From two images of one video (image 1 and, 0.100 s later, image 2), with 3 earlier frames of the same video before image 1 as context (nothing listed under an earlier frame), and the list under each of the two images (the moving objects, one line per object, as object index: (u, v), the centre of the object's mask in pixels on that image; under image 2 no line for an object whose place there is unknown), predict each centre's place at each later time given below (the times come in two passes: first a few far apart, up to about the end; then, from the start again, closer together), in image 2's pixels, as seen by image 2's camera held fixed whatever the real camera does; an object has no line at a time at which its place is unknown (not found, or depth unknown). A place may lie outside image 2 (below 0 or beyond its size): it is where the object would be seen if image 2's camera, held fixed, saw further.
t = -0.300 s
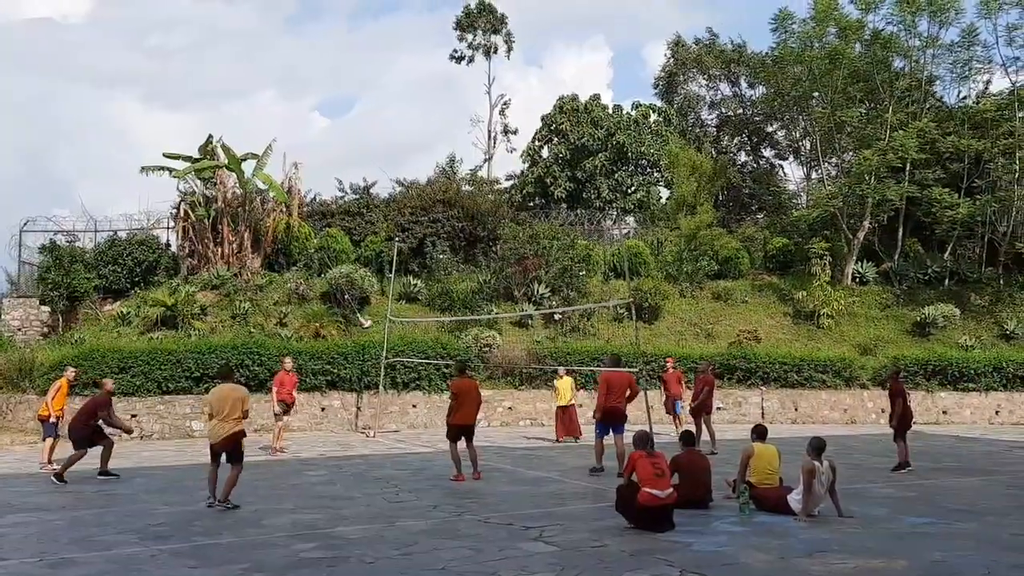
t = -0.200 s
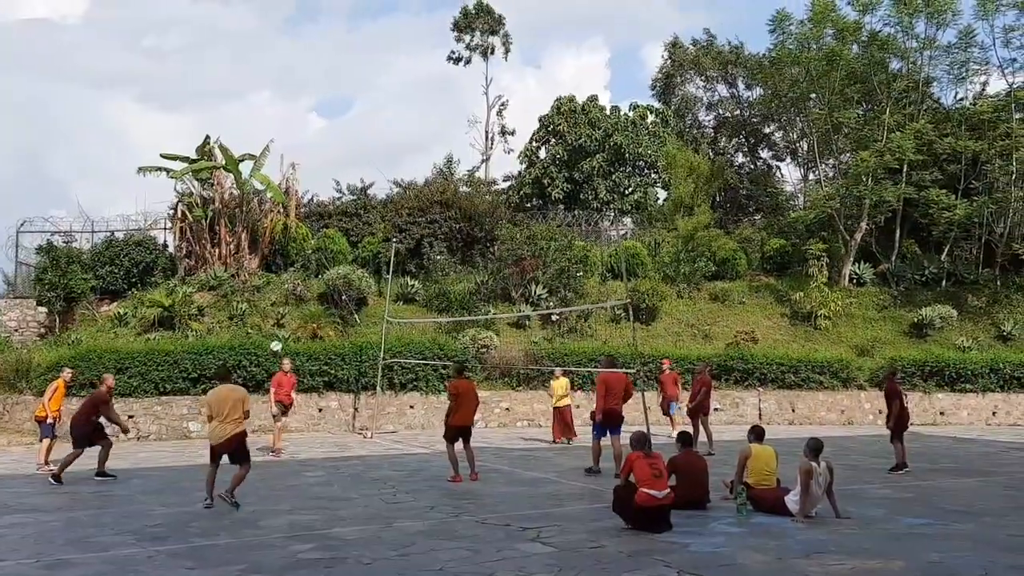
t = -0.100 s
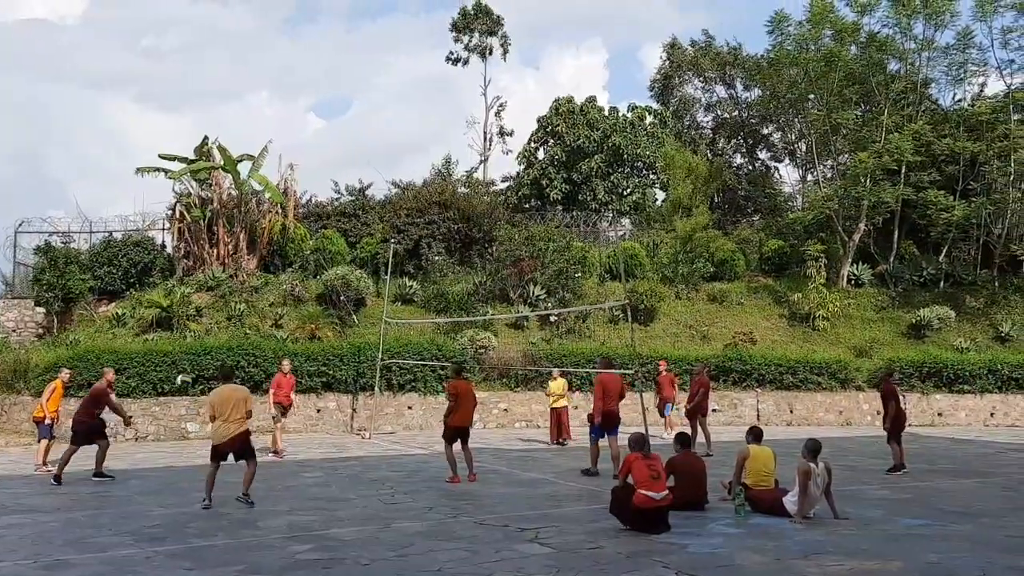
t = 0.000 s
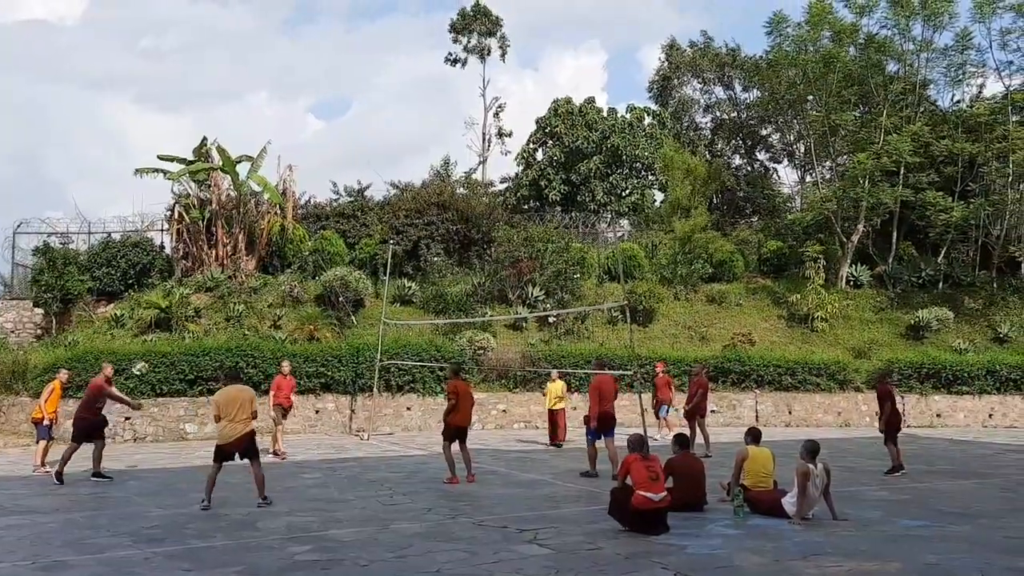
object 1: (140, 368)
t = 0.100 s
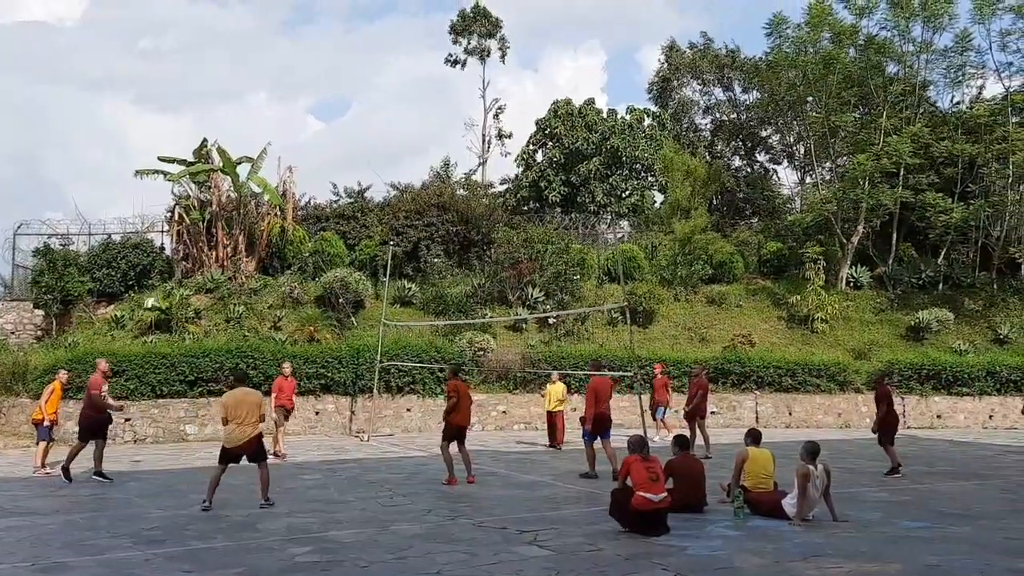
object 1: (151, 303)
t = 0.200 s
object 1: (160, 247)
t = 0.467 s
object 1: (185, 127)
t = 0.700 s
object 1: (200, 63)
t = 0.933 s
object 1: (213, 36)
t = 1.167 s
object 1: (226, 47)
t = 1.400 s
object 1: (239, 94)
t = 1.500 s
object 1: (244, 126)
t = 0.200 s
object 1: (160, 247)
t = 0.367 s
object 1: (176, 165)
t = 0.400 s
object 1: (180, 152)
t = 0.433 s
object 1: (182, 139)
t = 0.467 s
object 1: (185, 127)
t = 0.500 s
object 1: (187, 116)
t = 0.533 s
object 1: (189, 105)
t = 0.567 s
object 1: (191, 95)
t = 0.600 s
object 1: (194, 86)
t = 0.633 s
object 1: (196, 78)
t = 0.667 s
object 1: (198, 70)
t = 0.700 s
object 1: (200, 63)
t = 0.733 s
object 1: (202, 57)
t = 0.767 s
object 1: (204, 52)
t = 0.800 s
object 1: (206, 47)
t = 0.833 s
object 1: (208, 44)
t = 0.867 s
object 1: (210, 40)
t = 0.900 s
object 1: (211, 38)
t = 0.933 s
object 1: (213, 36)
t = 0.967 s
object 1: (215, 36)
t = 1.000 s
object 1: (217, 35)
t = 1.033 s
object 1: (219, 36)
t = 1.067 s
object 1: (221, 38)
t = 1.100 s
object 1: (223, 40)
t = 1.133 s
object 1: (224, 43)
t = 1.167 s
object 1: (226, 47)
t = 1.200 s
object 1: (228, 51)
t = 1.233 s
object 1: (230, 57)
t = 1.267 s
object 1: (232, 63)
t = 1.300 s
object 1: (233, 70)
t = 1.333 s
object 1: (235, 77)
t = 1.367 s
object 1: (237, 85)
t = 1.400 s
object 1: (239, 94)
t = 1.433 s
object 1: (240, 104)
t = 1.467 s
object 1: (242, 115)
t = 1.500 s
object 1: (244, 126)
